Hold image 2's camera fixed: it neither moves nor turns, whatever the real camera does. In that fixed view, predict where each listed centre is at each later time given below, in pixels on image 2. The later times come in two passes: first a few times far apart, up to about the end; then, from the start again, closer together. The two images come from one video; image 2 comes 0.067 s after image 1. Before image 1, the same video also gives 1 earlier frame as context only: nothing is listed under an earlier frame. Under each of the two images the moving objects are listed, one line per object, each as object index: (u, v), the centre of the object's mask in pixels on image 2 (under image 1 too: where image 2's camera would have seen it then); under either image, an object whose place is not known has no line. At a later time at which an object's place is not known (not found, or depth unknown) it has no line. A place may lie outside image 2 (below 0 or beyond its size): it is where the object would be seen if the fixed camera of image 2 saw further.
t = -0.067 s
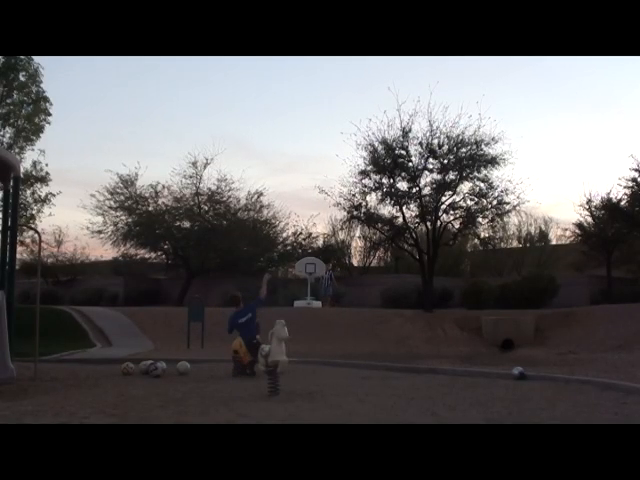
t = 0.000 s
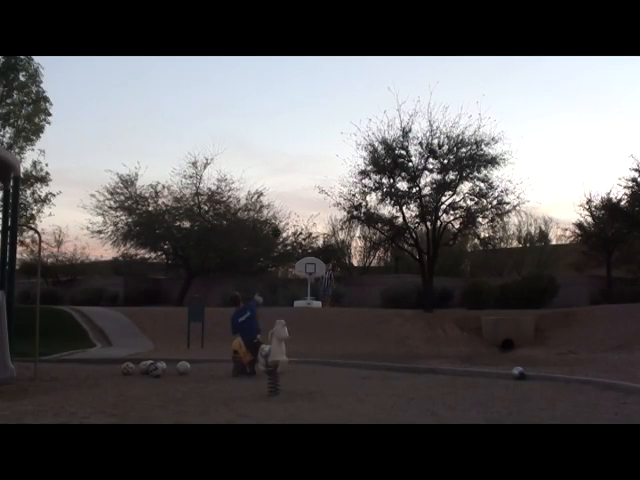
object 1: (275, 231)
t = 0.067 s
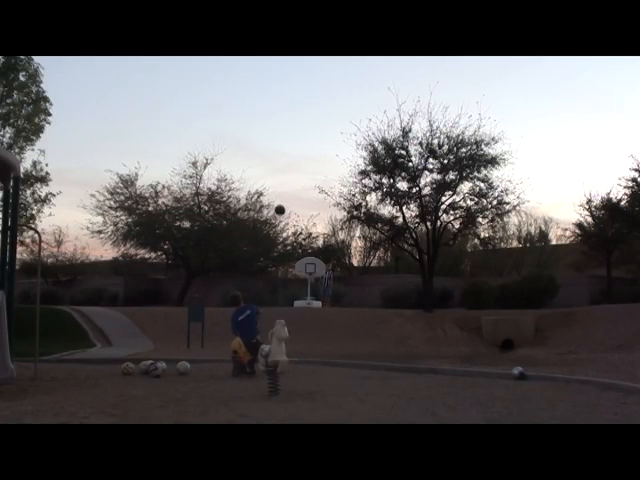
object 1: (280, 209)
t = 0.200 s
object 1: (286, 177)
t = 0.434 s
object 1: (295, 148)
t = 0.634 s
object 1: (301, 142)
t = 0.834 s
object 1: (305, 149)
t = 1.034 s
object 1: (308, 166)
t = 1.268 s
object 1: (310, 196)
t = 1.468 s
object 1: (310, 230)
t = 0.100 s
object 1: (281, 200)
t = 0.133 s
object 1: (283, 192)
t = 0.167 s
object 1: (285, 184)
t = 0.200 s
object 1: (286, 177)
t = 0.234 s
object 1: (288, 171)
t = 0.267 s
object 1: (289, 165)
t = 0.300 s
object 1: (291, 161)
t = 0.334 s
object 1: (292, 157)
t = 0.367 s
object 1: (293, 153)
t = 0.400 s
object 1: (294, 150)
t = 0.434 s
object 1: (295, 148)
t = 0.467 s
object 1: (296, 146)
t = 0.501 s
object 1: (297, 144)
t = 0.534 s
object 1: (298, 143)
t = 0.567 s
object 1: (299, 142)
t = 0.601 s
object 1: (300, 142)
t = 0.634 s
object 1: (301, 142)
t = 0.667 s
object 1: (302, 142)
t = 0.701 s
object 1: (303, 143)
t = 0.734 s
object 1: (304, 144)
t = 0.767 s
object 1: (304, 145)
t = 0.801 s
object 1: (305, 147)
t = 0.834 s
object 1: (305, 149)
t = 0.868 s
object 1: (306, 151)
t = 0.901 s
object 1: (306, 153)
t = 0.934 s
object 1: (307, 156)
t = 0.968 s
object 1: (307, 159)
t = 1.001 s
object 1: (308, 163)
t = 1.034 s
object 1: (308, 166)
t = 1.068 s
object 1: (308, 170)
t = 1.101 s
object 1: (309, 174)
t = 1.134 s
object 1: (309, 178)
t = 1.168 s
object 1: (309, 182)
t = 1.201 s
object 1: (309, 187)
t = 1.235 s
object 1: (309, 191)
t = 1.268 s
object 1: (310, 196)
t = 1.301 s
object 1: (310, 201)
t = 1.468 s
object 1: (310, 230)
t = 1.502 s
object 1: (310, 235)
